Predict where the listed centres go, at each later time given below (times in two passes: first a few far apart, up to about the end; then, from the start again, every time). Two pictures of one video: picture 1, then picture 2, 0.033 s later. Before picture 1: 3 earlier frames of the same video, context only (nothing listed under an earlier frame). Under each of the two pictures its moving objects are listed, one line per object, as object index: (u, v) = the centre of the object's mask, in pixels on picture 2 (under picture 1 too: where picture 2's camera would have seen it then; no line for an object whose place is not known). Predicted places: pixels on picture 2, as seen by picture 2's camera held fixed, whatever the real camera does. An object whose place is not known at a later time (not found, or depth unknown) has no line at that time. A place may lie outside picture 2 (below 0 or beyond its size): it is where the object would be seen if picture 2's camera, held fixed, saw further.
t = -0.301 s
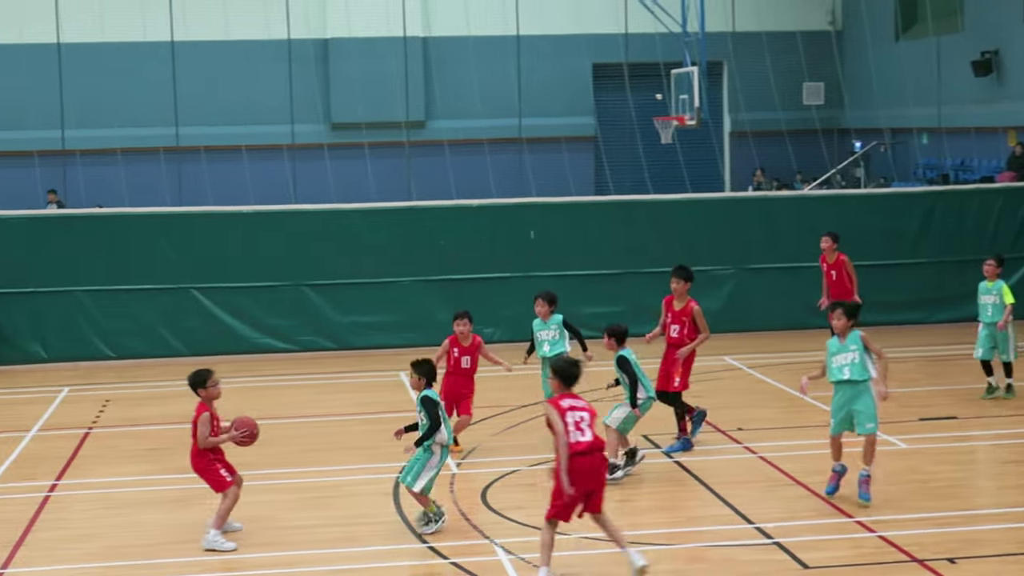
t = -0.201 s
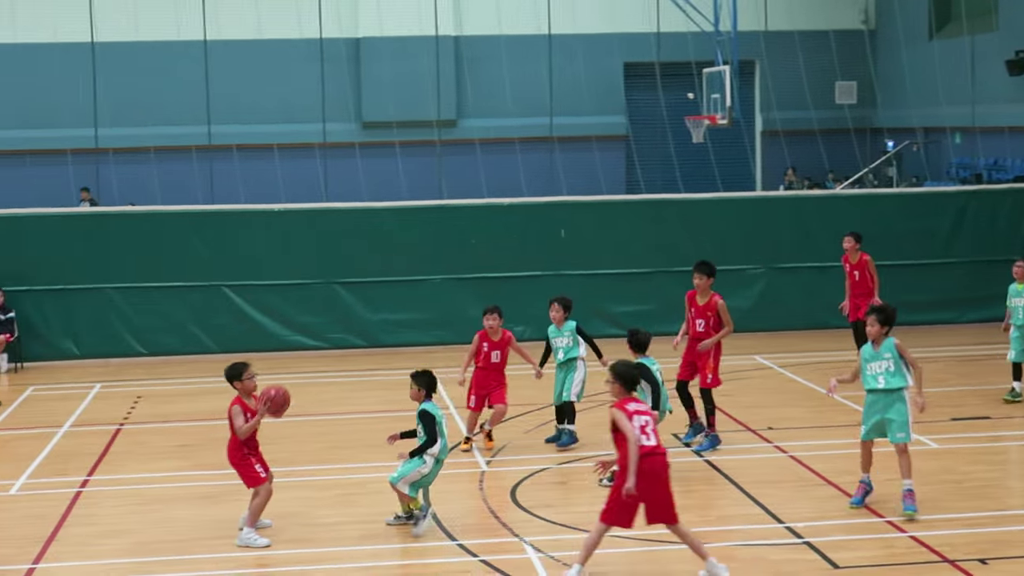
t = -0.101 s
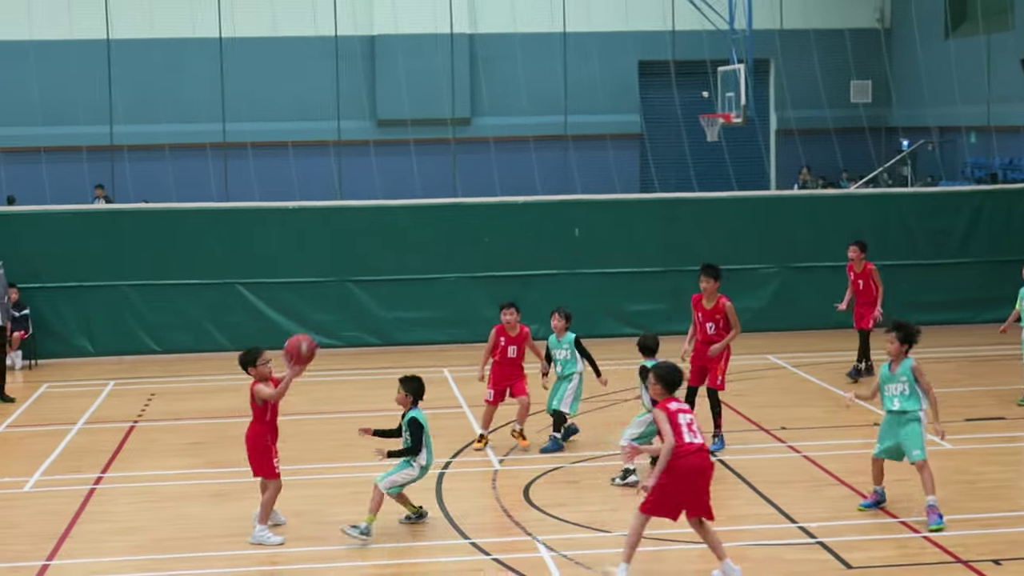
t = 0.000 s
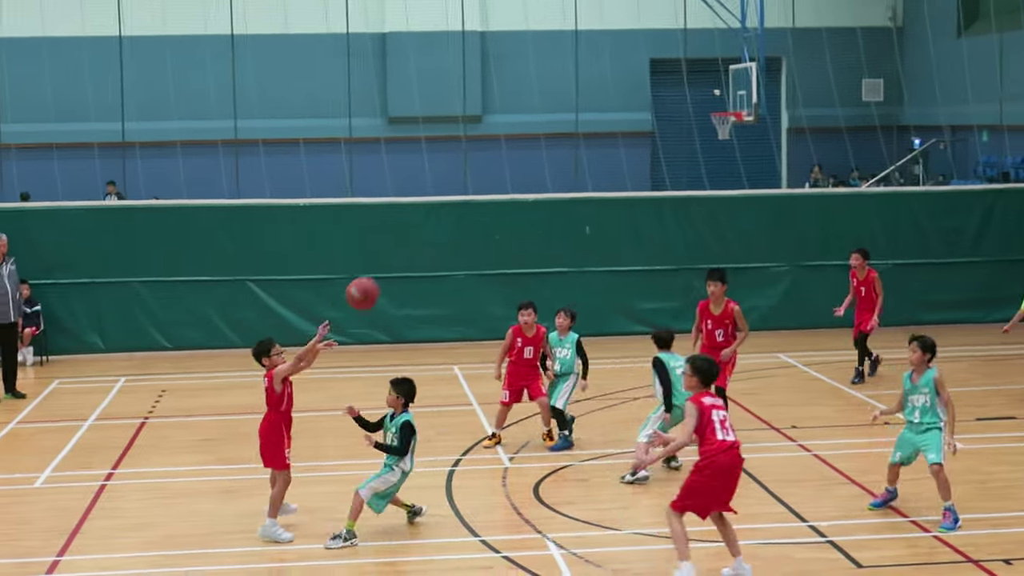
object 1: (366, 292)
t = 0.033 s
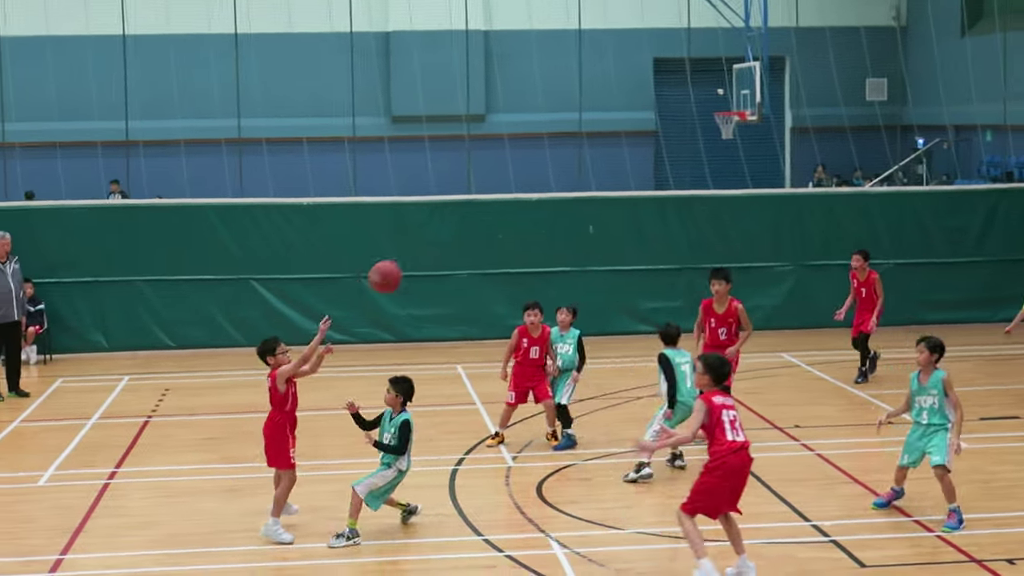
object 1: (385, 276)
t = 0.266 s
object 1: (530, 210)
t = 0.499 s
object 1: (690, 220)
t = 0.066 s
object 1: (405, 262)
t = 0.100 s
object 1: (425, 250)
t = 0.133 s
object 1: (446, 238)
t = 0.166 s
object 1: (466, 228)
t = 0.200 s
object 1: (487, 221)
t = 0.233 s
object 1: (508, 215)
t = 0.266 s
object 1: (530, 210)
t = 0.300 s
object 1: (552, 206)
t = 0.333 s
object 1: (574, 204)
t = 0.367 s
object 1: (597, 204)
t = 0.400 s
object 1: (620, 205)
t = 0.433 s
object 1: (643, 209)
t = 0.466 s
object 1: (666, 214)
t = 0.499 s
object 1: (690, 220)
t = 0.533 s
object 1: (714, 229)
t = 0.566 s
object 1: (739, 240)
